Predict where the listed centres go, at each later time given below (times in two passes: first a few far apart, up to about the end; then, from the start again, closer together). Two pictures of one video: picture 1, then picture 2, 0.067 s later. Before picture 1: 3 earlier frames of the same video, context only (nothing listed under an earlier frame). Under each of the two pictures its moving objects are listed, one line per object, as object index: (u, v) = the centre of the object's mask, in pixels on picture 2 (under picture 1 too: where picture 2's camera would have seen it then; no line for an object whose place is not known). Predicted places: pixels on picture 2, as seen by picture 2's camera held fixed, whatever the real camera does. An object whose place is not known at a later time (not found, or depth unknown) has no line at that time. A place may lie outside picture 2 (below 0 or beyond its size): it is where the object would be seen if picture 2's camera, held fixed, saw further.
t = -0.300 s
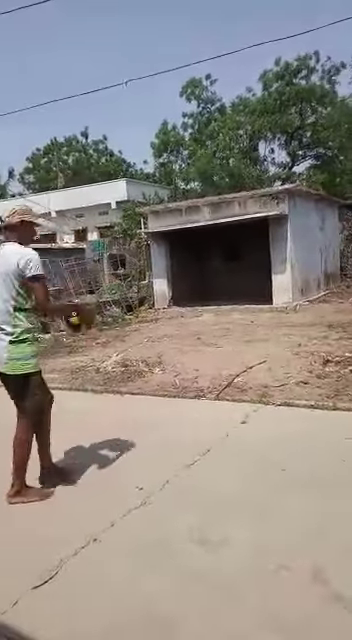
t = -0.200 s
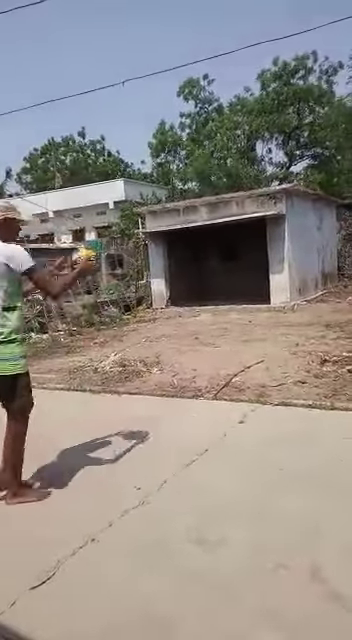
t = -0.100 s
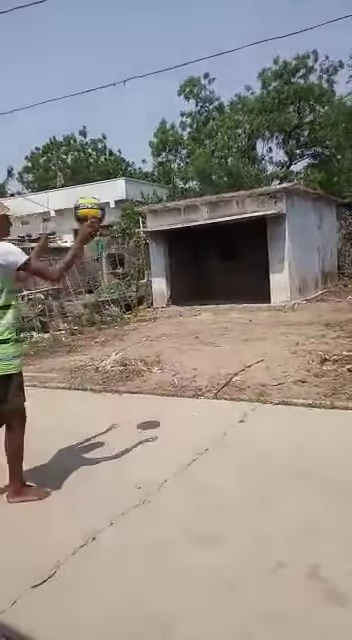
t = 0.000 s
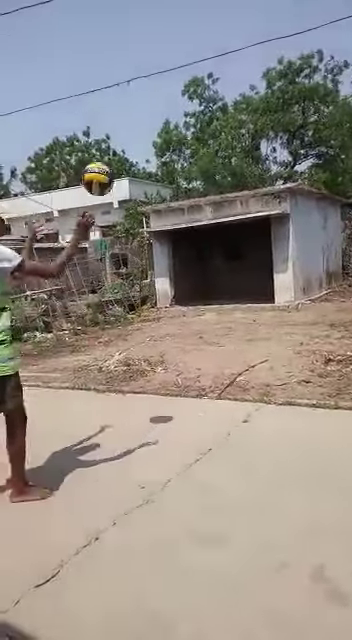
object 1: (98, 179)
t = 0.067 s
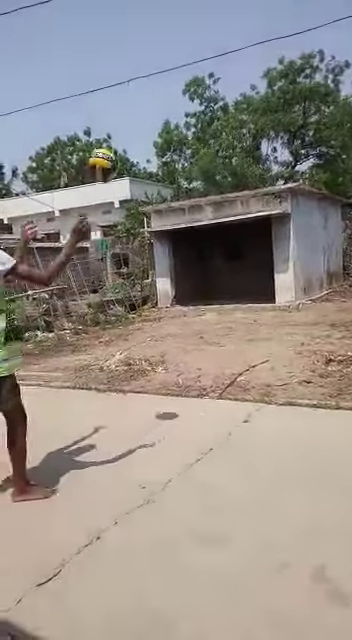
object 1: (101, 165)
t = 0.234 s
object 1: (117, 163)
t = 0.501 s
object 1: (139, 238)
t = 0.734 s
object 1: (162, 375)
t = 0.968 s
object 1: (169, 377)
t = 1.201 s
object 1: (170, 368)
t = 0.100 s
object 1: (106, 160)
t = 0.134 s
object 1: (110, 159)
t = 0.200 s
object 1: (114, 161)
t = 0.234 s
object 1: (117, 163)
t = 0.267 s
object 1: (119, 167)
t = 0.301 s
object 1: (122, 172)
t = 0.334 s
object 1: (125, 180)
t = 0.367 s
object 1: (128, 189)
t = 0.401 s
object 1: (131, 198)
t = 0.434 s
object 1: (134, 210)
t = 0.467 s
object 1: (137, 223)
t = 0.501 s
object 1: (139, 238)
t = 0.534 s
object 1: (143, 254)
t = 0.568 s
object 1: (146, 271)
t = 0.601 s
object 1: (150, 290)
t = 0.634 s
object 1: (154, 308)
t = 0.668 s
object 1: (156, 329)
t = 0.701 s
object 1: (159, 352)
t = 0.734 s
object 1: (162, 375)
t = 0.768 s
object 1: (165, 401)
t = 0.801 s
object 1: (169, 426)
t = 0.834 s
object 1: (169, 416)
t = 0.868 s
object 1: (169, 405)
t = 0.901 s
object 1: (169, 394)
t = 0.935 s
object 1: (169, 386)
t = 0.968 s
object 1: (169, 377)
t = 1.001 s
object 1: (168, 370)
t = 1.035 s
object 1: (169, 368)
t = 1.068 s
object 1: (169, 365)
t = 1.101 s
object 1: (169, 363)
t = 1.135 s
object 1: (170, 363)
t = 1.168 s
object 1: (171, 364)
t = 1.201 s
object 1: (170, 368)
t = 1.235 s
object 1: (171, 372)
